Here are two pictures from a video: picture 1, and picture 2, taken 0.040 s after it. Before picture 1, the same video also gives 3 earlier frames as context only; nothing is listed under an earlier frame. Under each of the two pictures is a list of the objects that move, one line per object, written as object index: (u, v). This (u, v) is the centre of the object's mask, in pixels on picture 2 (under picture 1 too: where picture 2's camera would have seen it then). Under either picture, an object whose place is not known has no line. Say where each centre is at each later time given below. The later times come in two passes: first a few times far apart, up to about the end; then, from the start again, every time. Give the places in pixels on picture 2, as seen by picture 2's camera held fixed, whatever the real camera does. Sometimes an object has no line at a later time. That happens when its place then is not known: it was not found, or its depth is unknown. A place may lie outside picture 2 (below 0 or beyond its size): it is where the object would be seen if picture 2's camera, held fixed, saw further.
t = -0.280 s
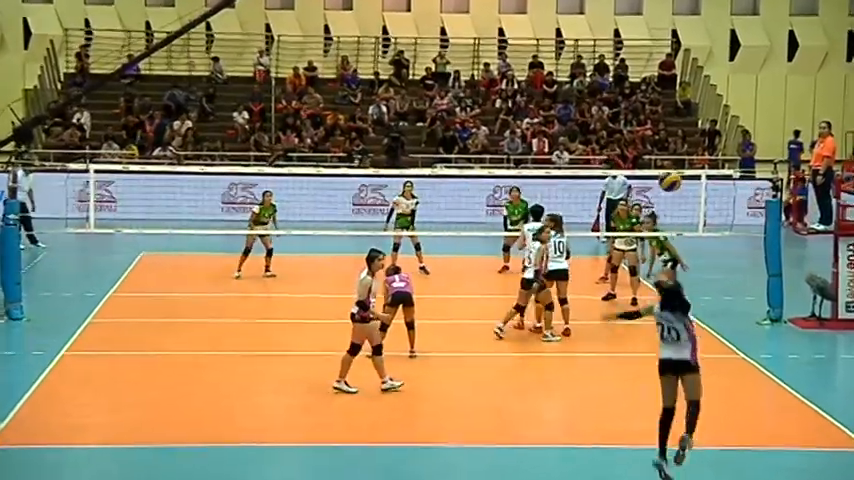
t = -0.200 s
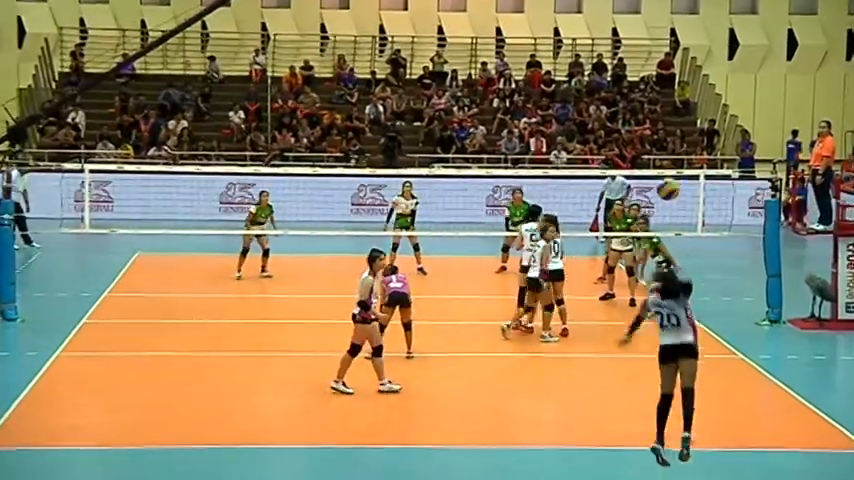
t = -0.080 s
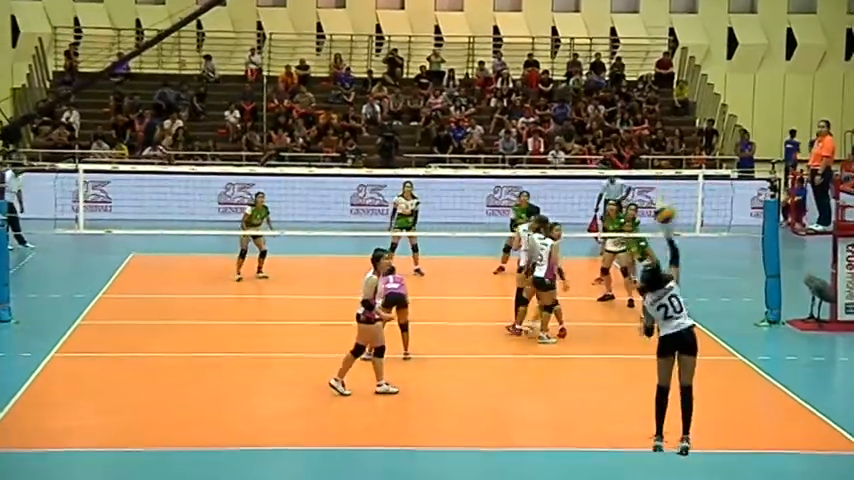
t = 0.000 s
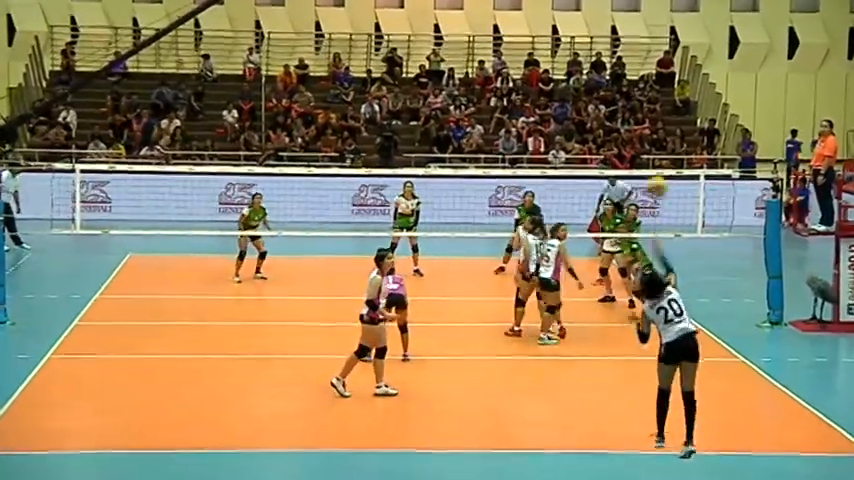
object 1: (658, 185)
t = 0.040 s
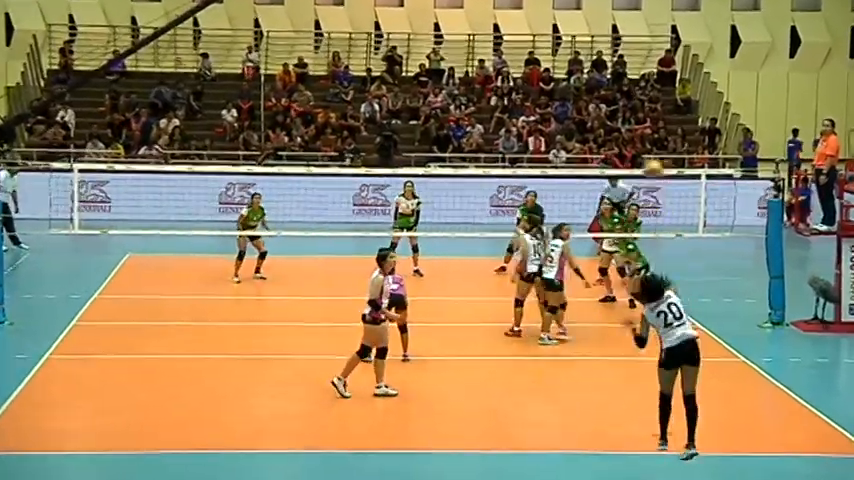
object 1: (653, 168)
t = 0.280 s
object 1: (633, 102)
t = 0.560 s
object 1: (613, 97)
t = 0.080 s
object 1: (648, 152)
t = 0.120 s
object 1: (644, 140)
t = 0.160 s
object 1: (643, 128)
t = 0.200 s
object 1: (639, 119)
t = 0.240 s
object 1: (636, 110)
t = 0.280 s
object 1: (633, 102)
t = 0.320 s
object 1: (630, 97)
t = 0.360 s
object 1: (627, 94)
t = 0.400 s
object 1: (624, 90)
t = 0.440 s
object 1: (620, 89)
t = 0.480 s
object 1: (618, 89)
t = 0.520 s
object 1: (616, 93)
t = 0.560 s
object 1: (613, 97)
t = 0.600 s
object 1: (611, 101)
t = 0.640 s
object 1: (609, 106)
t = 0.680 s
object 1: (606, 112)
